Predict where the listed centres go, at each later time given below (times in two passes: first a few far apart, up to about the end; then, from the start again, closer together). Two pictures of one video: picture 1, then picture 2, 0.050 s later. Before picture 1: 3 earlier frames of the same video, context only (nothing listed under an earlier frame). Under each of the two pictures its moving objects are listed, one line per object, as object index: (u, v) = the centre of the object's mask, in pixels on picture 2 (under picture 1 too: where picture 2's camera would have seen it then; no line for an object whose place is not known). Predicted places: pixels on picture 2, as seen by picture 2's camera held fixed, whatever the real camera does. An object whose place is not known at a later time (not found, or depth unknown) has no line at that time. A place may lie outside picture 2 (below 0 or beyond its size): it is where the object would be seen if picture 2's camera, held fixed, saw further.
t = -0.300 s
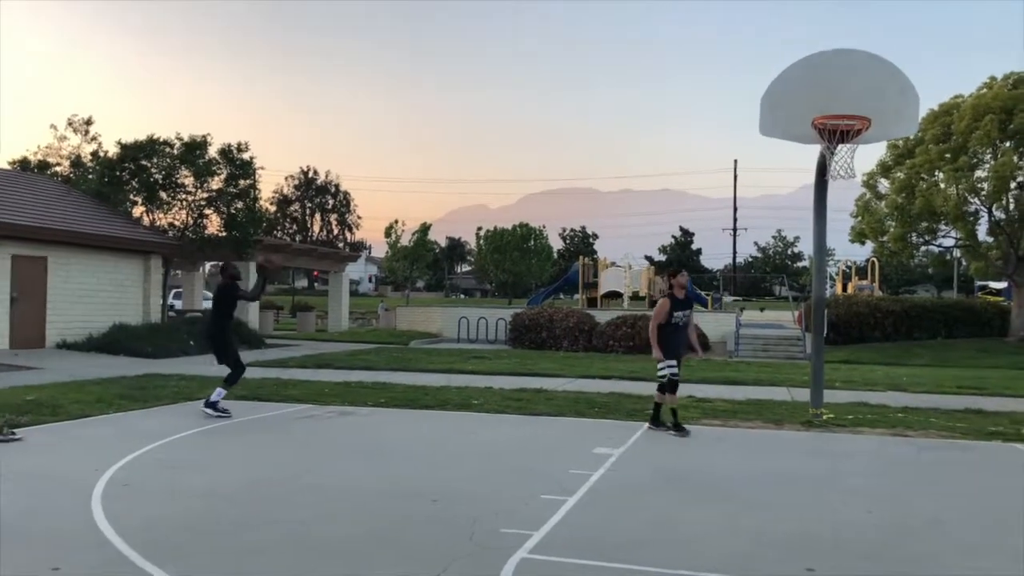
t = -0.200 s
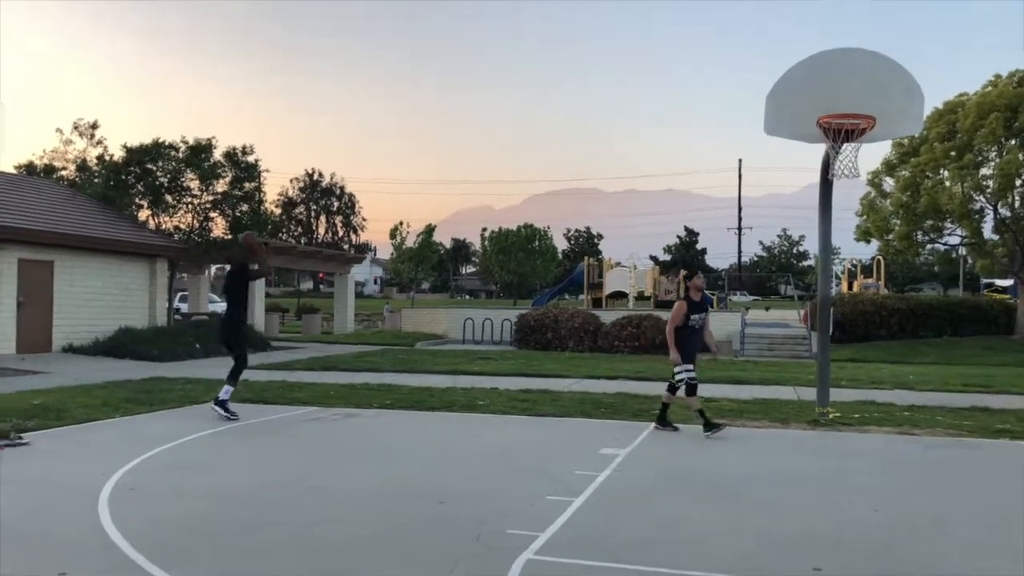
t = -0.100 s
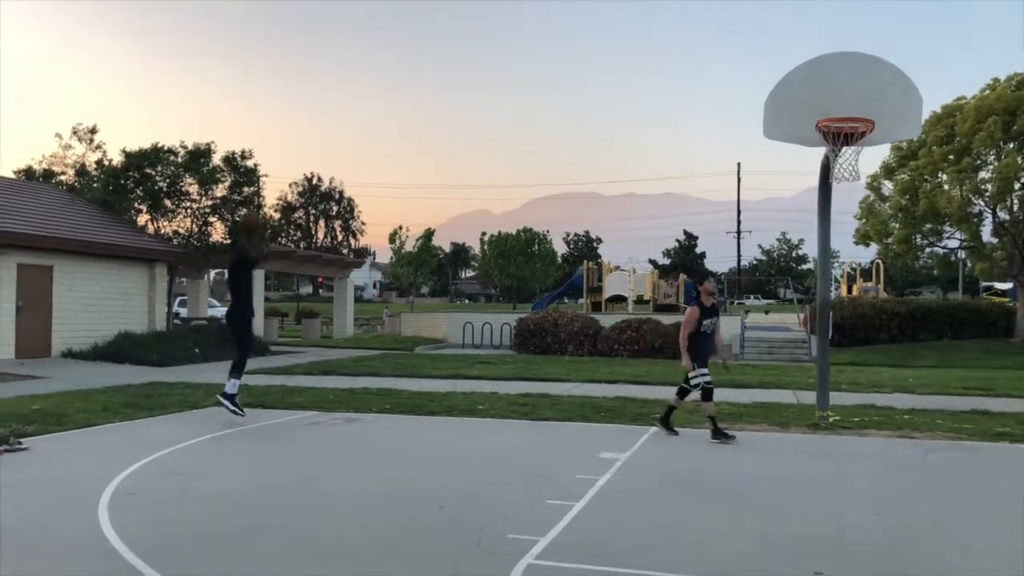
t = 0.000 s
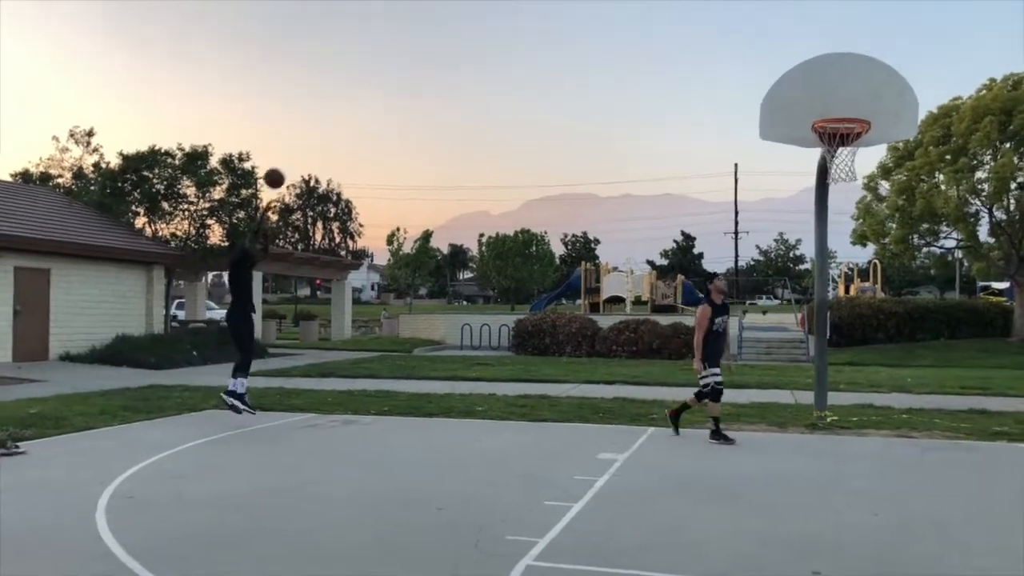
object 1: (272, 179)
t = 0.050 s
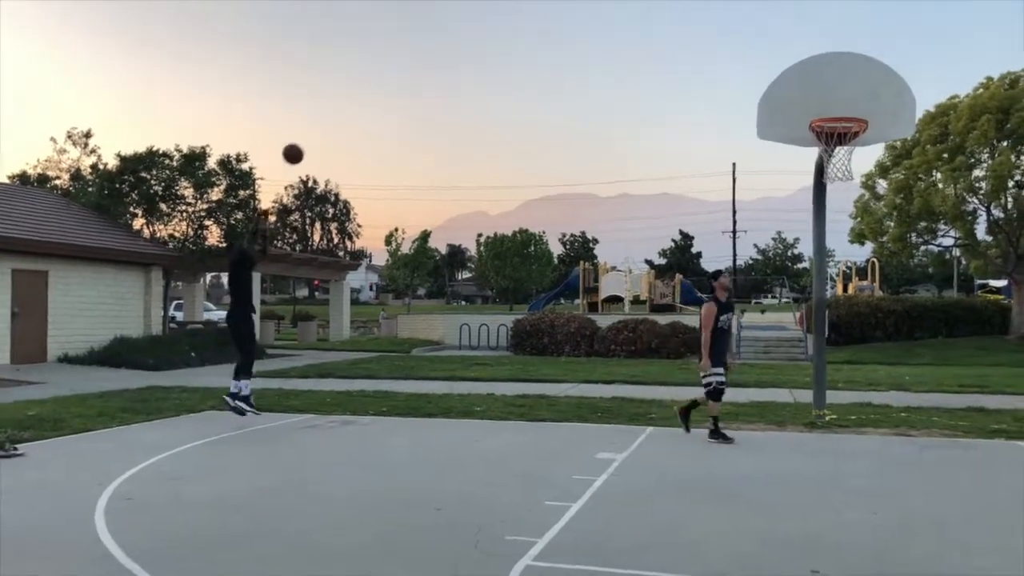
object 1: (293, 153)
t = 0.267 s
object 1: (386, 65)
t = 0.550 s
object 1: (521, 3)
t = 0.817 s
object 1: (662, 12)
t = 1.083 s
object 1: (817, 98)
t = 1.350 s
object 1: (816, 147)
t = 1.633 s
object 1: (772, 196)
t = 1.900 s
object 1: (735, 322)
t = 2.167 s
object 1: (708, 395)
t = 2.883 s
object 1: (650, 333)
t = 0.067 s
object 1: (300, 145)
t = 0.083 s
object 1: (307, 138)
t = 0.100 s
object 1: (314, 130)
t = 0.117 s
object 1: (321, 123)
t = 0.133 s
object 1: (328, 115)
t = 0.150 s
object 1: (335, 108)
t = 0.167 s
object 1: (342, 102)
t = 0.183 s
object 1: (349, 95)
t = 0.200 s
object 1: (357, 89)
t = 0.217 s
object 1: (364, 82)
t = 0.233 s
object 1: (372, 76)
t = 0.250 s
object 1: (379, 70)
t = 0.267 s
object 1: (386, 65)
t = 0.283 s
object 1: (394, 59)
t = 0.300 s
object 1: (402, 54)
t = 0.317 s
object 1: (409, 49)
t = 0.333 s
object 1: (417, 44)
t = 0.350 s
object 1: (424, 40)
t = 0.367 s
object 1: (432, 35)
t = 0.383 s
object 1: (440, 31)
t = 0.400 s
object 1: (448, 27)
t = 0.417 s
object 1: (456, 24)
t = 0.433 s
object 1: (464, 20)
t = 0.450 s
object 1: (472, 17)
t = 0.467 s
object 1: (480, 14)
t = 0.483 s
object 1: (488, 11)
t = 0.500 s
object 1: (496, 8)
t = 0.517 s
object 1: (504, 6)
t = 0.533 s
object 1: (512, 4)
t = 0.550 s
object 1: (521, 3)
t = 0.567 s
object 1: (529, 1)
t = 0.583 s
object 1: (538, 1)
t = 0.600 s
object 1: (546, 0)
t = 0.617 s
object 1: (554, -1)
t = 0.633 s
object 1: (563, -2)
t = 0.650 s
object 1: (572, -3)
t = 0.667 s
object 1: (581, -3)
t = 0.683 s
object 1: (590, -3)
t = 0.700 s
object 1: (598, -1)
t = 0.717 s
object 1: (607, 0)
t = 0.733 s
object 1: (616, 1)
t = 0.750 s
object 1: (625, 2)
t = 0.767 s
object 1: (634, 4)
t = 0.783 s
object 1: (643, 7)
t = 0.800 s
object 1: (652, 9)
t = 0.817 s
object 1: (662, 12)
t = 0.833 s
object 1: (671, 15)
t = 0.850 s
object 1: (680, 18)
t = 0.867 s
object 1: (689, 21)
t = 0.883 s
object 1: (699, 25)
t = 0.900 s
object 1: (708, 30)
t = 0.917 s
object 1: (718, 34)
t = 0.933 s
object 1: (727, 39)
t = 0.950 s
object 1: (737, 44)
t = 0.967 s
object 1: (747, 50)
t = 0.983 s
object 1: (757, 55)
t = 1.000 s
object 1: (767, 61)
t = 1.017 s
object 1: (776, 68)
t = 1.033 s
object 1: (786, 75)
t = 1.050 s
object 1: (797, 82)
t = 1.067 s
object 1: (807, 90)
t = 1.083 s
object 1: (817, 98)
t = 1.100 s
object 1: (828, 105)
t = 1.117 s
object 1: (838, 110)
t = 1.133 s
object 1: (849, 115)
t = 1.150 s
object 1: (842, 133)
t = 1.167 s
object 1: (844, 136)
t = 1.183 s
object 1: (844, 142)
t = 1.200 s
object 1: (841, 145)
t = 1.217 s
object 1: (838, 149)
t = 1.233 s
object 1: (835, 149)
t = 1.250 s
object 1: (833, 142)
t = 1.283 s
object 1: (824, 150)
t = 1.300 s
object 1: (821, 148)
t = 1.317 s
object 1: (820, 148)
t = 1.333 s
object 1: (818, 147)
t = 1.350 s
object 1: (816, 147)
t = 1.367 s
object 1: (814, 146)
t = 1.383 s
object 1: (813, 146)
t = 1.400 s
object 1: (805, 147)
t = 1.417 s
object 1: (804, 148)
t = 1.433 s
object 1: (801, 151)
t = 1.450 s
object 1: (799, 152)
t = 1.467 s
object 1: (796, 155)
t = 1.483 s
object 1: (794, 158)
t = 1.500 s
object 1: (791, 161)
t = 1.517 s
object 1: (789, 164)
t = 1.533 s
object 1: (787, 168)
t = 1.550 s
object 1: (784, 172)
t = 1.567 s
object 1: (782, 176)
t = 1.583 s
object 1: (780, 180)
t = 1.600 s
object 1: (777, 185)
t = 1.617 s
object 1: (775, 190)
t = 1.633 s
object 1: (772, 196)
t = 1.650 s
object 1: (770, 201)
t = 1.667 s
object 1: (768, 207)
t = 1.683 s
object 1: (765, 214)
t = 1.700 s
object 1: (762, 220)
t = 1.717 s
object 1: (759, 227)
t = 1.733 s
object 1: (757, 234)
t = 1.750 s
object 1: (755, 242)
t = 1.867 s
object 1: (741, 300)
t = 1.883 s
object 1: (737, 311)
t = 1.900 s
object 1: (735, 322)
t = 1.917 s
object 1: (733, 330)
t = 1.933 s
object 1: (731, 342)
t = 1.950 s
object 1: (730, 352)
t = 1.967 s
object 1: (729, 363)
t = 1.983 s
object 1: (725, 374)
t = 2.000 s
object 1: (725, 387)
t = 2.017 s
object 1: (724, 399)
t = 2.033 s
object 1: (724, 411)
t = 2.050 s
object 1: (721, 423)
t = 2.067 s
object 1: (720, 436)
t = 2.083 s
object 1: (719, 439)
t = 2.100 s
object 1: (717, 430)
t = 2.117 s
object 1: (714, 420)
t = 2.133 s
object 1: (712, 411)
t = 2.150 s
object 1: (710, 402)
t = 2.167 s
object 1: (708, 395)
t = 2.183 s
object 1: (706, 388)
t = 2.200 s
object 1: (704, 381)
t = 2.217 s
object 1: (703, 372)
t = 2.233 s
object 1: (700, 365)
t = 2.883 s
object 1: (650, 333)
